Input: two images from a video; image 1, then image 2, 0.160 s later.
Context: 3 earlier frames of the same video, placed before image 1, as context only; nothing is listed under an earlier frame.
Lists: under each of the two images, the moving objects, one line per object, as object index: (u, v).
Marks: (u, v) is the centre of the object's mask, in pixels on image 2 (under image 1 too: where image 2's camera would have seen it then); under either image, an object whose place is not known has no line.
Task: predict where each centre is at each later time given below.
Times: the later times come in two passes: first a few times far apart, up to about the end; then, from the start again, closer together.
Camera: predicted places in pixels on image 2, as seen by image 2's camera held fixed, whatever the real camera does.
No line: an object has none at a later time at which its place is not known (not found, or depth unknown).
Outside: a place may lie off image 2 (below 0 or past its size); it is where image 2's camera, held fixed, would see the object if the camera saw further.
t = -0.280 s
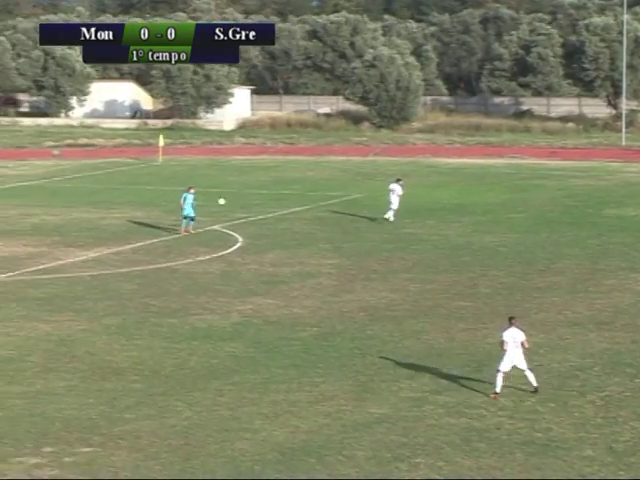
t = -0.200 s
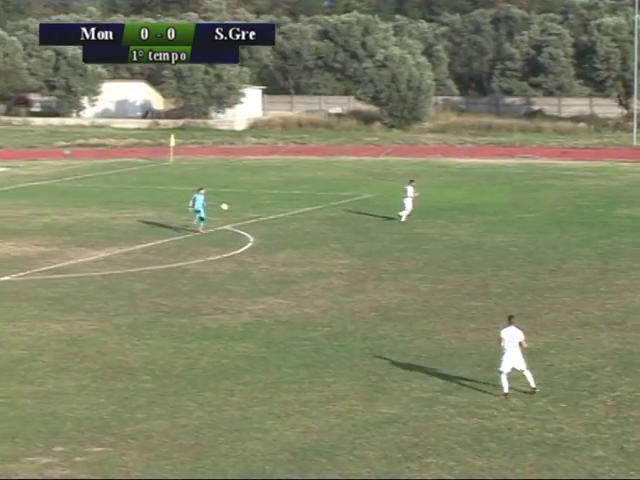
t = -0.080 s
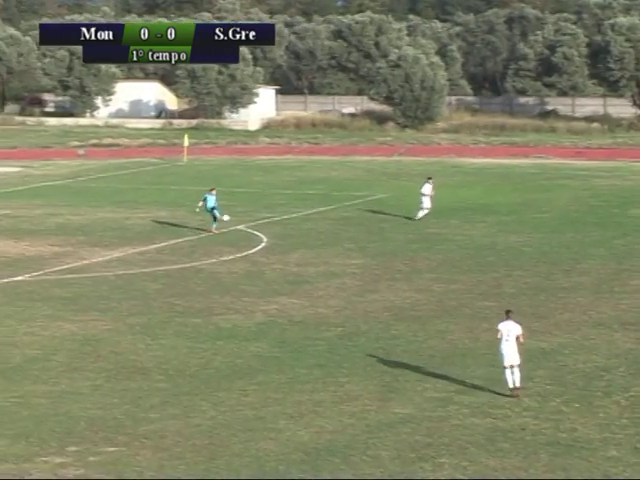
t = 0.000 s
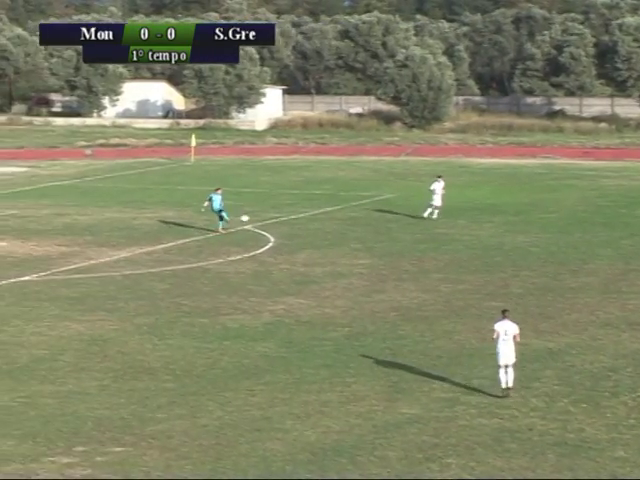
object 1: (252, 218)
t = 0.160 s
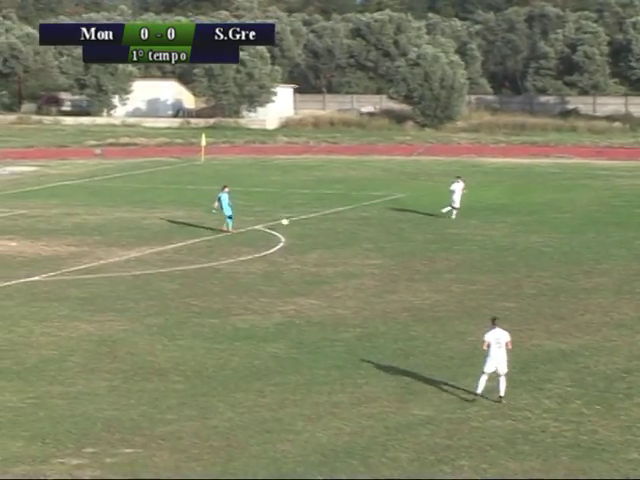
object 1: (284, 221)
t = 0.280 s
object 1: (306, 226)
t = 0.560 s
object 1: (336, 214)
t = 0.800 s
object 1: (357, 220)
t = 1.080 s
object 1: (380, 214)
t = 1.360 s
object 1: (404, 216)
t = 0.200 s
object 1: (293, 224)
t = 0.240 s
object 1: (300, 227)
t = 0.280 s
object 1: (306, 226)
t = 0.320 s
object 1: (310, 223)
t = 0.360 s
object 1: (314, 220)
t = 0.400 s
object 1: (319, 218)
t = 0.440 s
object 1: (323, 217)
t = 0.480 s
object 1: (327, 215)
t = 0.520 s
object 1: (331, 214)
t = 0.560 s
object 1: (336, 214)
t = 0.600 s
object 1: (340, 214)
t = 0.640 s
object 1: (343, 214)
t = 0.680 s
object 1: (346, 215)
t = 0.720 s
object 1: (350, 217)
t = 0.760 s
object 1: (353, 218)
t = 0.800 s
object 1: (357, 220)
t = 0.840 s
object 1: (360, 223)
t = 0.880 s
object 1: (364, 221)
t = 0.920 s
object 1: (368, 218)
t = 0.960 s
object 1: (371, 217)
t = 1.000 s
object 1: (373, 215)
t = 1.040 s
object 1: (376, 215)
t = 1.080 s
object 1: (380, 214)
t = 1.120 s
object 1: (383, 214)
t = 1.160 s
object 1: (386, 215)
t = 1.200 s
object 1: (390, 216)
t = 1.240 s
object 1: (394, 217)
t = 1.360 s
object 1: (404, 216)
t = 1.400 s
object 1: (407, 215)
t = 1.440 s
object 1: (412, 214)
